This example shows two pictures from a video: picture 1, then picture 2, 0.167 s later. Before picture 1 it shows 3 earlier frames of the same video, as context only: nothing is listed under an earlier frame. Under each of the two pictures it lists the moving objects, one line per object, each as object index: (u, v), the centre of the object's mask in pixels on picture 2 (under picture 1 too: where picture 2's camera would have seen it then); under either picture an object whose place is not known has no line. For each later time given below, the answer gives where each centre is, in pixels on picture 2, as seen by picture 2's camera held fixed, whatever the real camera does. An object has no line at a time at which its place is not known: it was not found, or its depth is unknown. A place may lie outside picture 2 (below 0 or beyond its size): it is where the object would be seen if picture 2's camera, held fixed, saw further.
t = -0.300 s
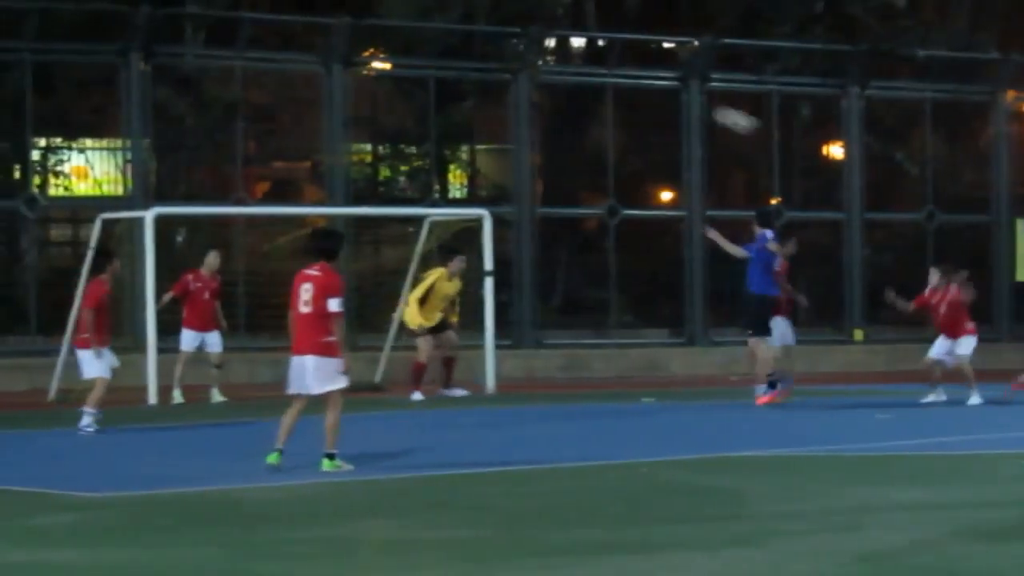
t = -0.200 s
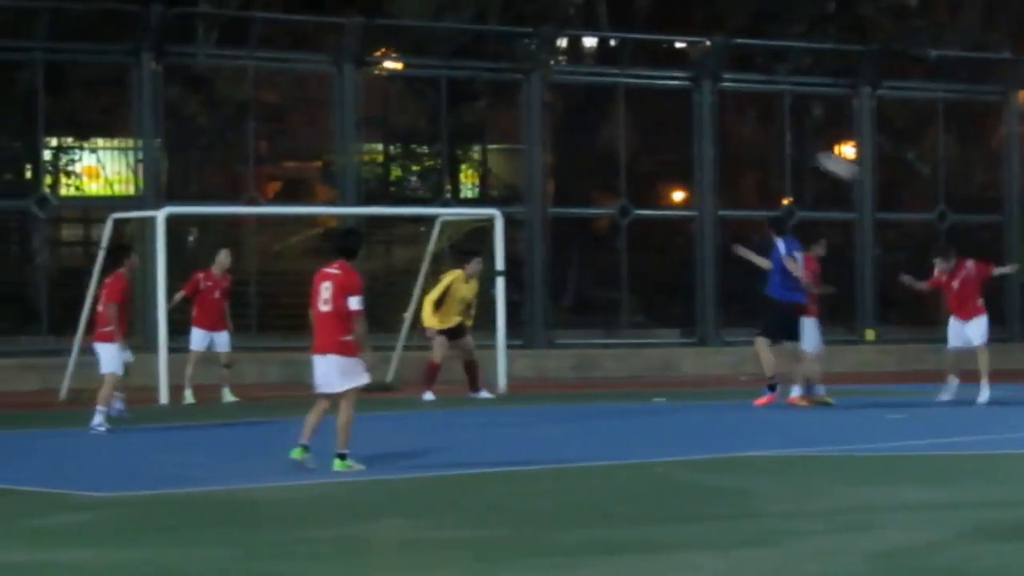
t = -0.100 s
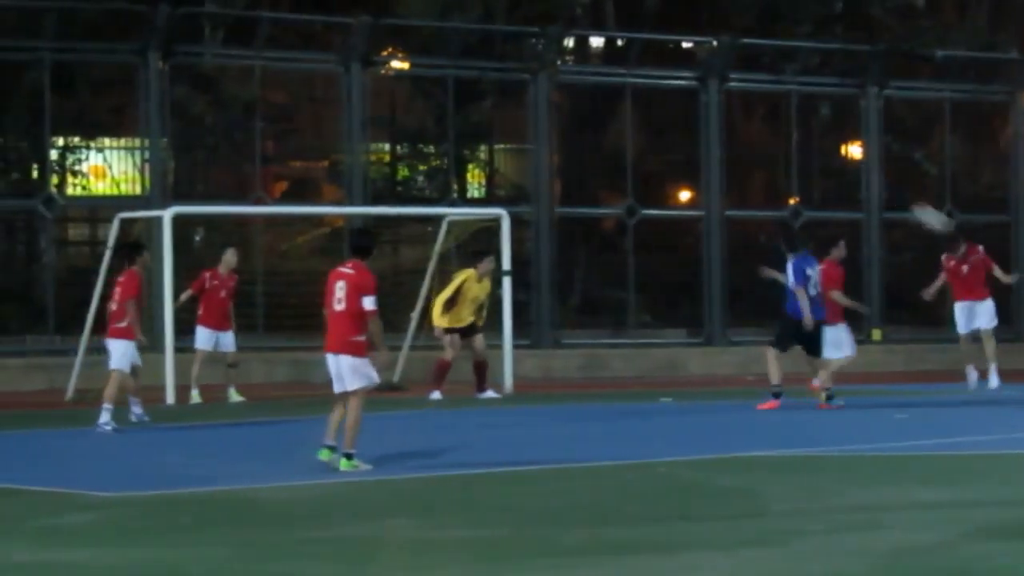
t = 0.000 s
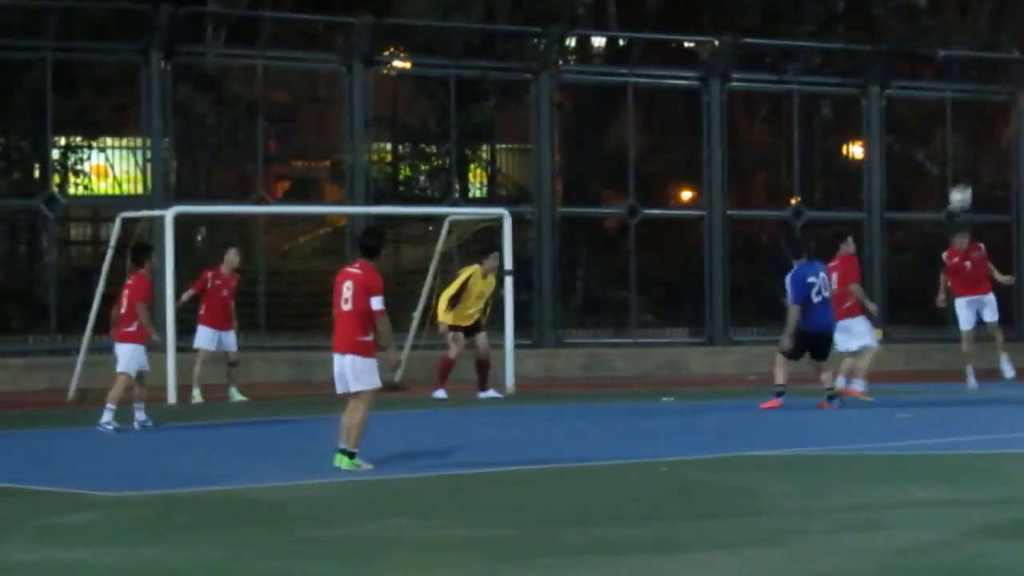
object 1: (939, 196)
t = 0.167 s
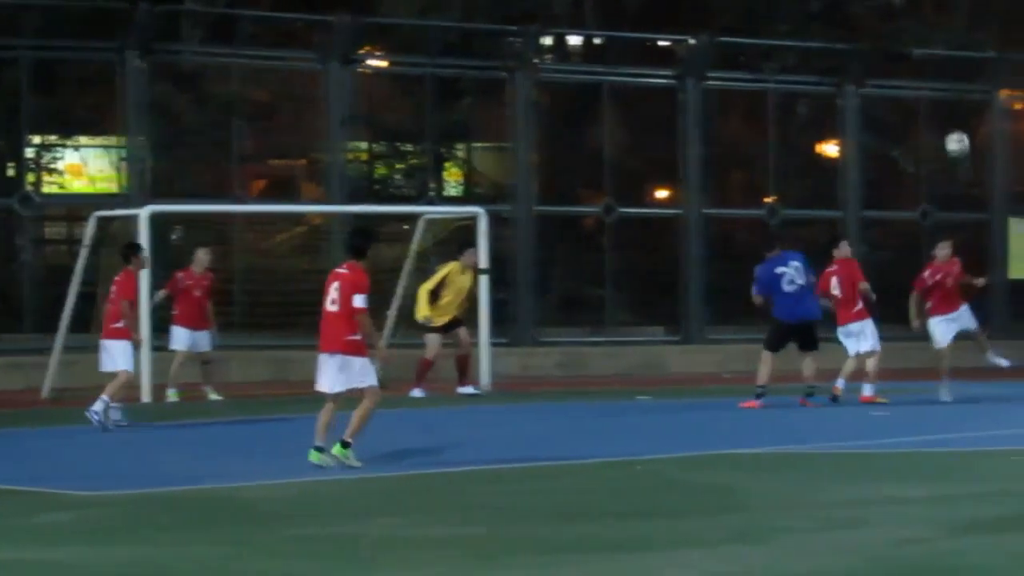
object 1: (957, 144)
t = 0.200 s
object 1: (960, 136)
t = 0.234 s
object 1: (963, 131)
